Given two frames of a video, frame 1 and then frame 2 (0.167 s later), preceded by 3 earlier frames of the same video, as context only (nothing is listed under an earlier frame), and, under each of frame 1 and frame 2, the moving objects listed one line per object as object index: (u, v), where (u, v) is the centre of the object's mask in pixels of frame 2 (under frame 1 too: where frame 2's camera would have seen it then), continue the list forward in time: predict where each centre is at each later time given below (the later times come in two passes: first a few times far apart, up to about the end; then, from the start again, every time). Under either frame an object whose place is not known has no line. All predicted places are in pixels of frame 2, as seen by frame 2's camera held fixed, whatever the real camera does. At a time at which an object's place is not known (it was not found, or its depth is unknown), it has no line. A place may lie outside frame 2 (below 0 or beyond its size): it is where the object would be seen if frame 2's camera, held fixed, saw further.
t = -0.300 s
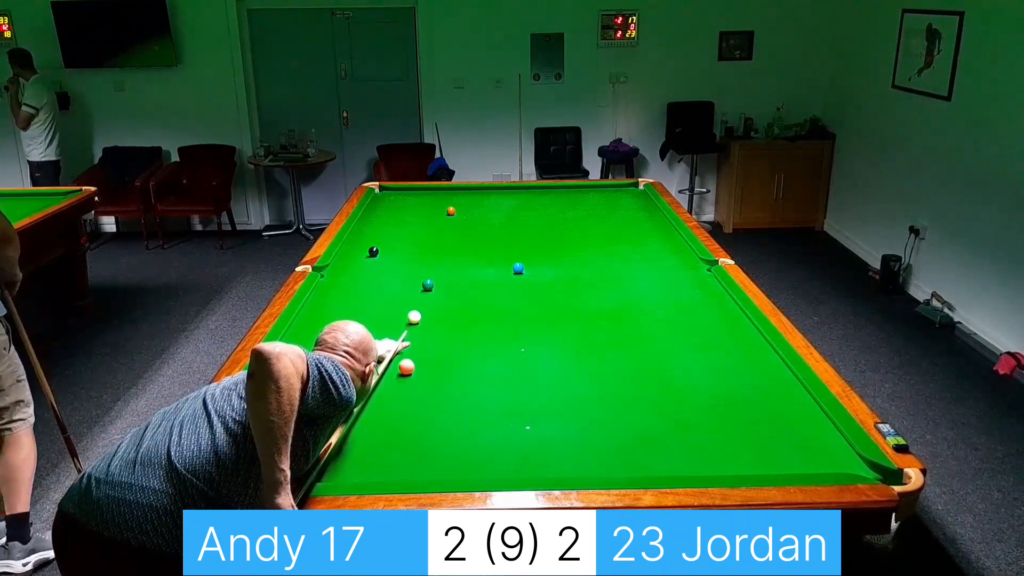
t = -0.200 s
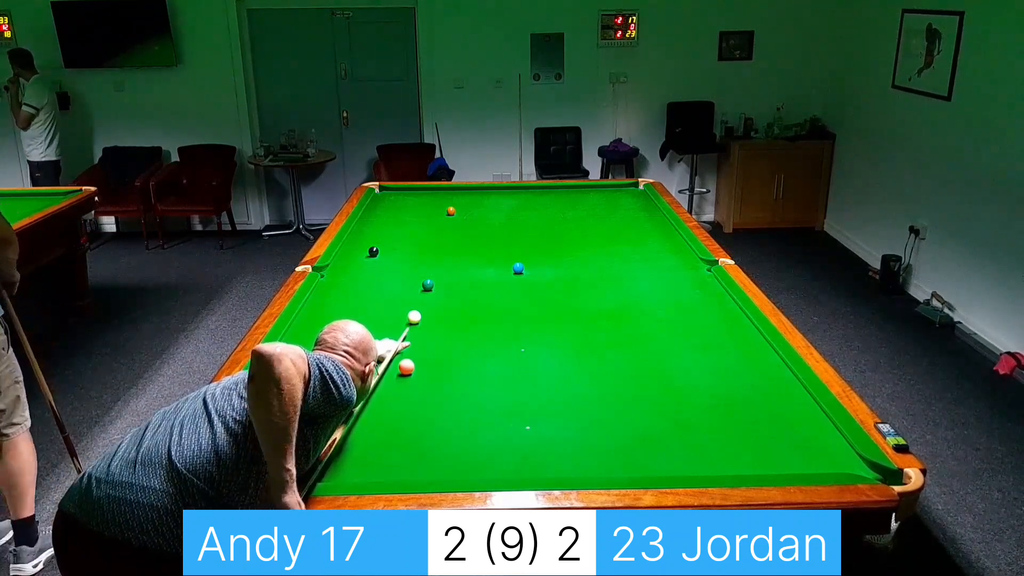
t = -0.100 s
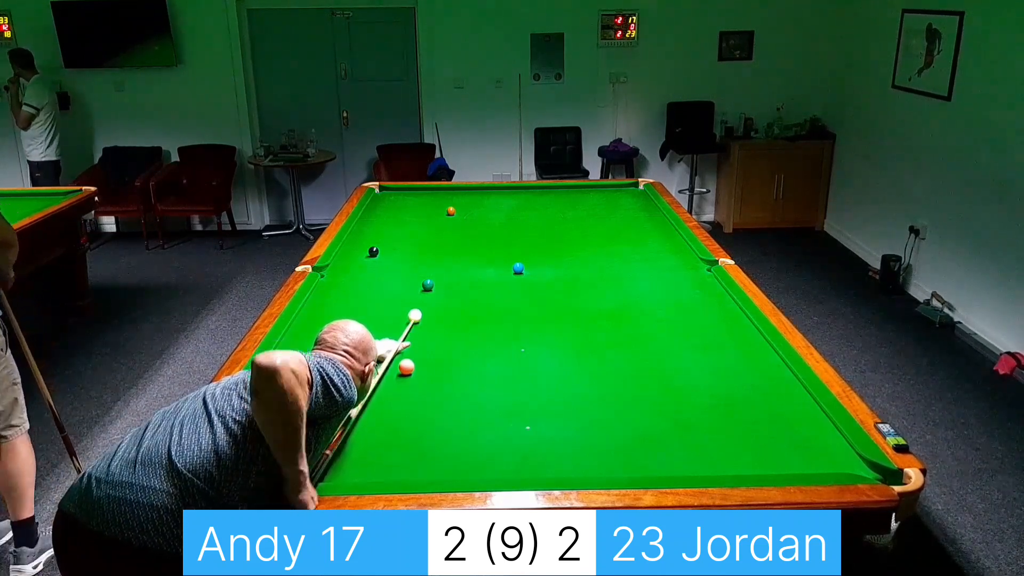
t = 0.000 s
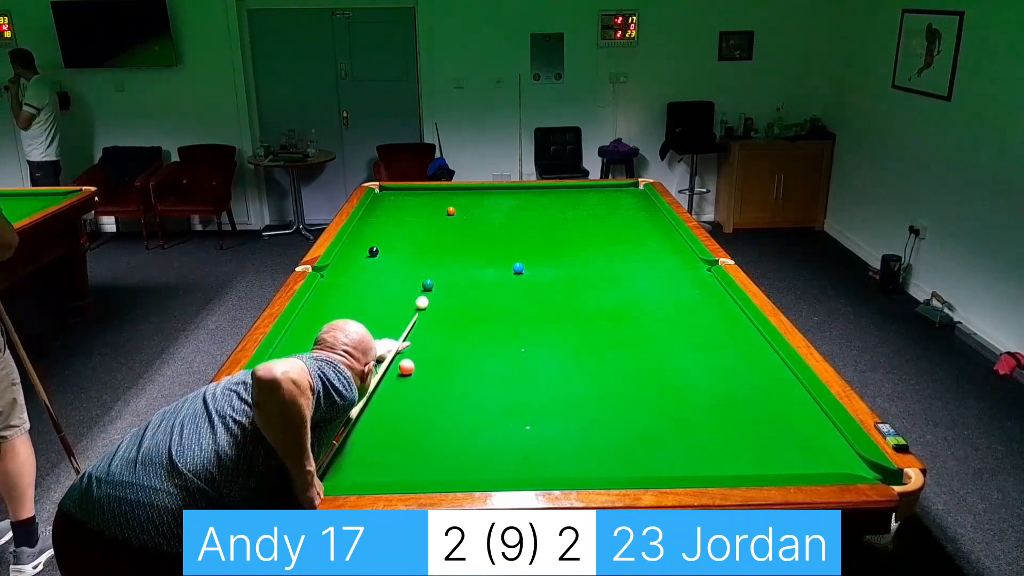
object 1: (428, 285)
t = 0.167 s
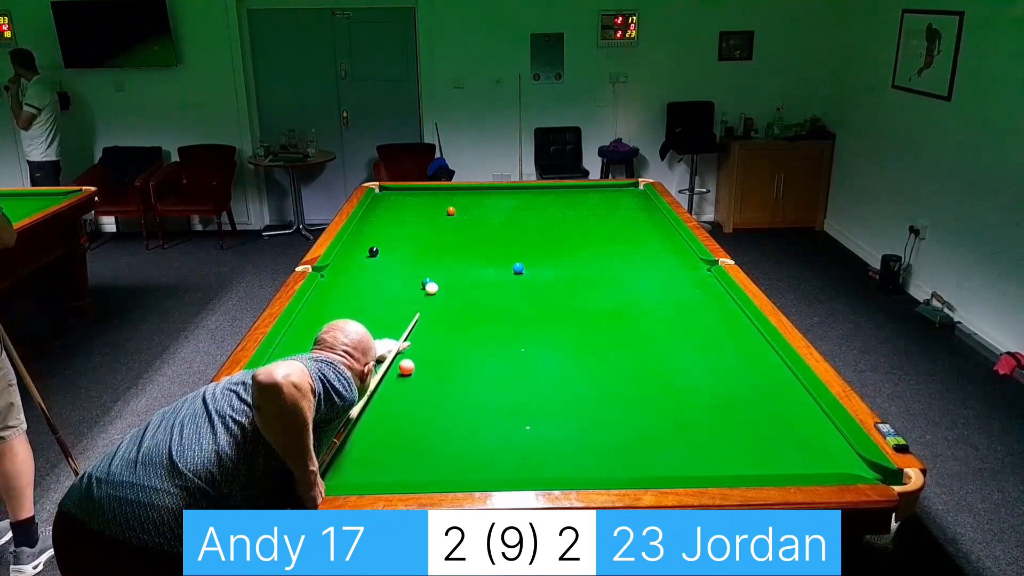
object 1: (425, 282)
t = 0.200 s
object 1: (425, 281)
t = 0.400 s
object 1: (421, 271)
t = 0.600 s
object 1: (418, 263)
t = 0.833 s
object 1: (414, 255)
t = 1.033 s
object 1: (412, 248)
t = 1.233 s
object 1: (409, 242)
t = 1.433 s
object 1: (406, 236)
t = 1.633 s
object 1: (404, 231)
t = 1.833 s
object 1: (402, 226)
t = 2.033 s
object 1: (400, 221)
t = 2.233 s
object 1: (399, 217)
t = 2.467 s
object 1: (396, 213)
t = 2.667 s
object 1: (395, 209)
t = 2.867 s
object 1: (394, 206)
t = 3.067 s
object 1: (393, 203)
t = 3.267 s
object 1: (391, 200)
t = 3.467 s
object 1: (390, 197)
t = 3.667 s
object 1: (389, 195)
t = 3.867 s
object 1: (388, 192)
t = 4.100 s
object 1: (387, 190)
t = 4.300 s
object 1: (386, 189)
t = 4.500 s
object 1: (382, 189)
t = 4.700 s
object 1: (379, 190)
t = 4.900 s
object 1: (381, 190)
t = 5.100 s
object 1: (383, 190)
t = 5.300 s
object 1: (383, 190)
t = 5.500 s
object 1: (384, 189)
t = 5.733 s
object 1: (384, 189)
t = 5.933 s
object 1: (384, 189)
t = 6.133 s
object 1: (384, 189)
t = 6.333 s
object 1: (384, 189)
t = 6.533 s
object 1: (384, 189)
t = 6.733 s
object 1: (384, 189)
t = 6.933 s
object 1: (384, 189)
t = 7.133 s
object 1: (384, 189)
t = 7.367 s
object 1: (384, 189)
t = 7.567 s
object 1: (384, 189)
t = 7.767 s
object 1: (384, 189)
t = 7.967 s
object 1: (384, 189)
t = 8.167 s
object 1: (384, 189)
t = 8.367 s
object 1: (384, 189)
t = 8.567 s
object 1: (384, 189)
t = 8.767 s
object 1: (384, 189)
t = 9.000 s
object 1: (384, 189)
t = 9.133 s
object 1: (384, 189)
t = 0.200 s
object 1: (425, 281)
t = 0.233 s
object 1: (425, 279)
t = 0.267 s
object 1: (424, 278)
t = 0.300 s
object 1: (423, 276)
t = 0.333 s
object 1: (423, 275)
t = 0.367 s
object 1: (422, 273)
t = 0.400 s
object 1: (421, 271)
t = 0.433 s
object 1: (421, 270)
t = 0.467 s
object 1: (420, 269)
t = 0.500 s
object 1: (420, 267)
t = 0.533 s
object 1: (419, 266)
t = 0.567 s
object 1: (418, 265)
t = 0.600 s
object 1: (418, 263)
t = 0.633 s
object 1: (417, 262)
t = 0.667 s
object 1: (417, 261)
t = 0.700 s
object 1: (416, 259)
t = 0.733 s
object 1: (416, 258)
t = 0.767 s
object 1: (415, 257)
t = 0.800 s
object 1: (415, 256)
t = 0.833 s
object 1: (414, 255)
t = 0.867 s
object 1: (414, 253)
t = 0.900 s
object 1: (413, 252)
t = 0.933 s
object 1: (413, 252)
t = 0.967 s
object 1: (413, 250)
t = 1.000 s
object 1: (412, 249)
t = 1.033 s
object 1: (412, 248)
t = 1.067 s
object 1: (411, 247)
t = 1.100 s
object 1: (411, 246)
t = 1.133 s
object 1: (410, 245)
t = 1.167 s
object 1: (410, 244)
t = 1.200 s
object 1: (409, 243)
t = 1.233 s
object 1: (409, 242)
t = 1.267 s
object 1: (409, 241)
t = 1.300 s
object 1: (408, 240)
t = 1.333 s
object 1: (407, 239)
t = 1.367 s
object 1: (407, 238)
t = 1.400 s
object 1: (407, 237)
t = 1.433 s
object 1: (406, 236)
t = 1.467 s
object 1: (406, 235)
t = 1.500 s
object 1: (406, 234)
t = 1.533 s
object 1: (405, 233)
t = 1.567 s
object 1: (405, 232)
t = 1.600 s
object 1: (404, 231)
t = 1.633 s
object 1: (404, 231)
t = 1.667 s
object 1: (404, 230)
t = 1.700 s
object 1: (404, 229)
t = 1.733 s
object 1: (403, 228)
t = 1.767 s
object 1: (403, 227)
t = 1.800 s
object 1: (402, 227)
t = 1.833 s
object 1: (402, 226)
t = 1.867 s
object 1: (402, 225)
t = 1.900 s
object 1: (402, 224)
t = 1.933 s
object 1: (401, 224)
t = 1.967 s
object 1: (401, 223)
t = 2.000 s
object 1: (400, 222)
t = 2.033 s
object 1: (400, 221)
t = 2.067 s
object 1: (400, 221)
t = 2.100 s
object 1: (400, 220)
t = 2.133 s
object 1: (399, 219)
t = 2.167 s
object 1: (399, 219)
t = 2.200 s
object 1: (399, 218)
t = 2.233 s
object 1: (399, 217)
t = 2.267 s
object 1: (398, 216)
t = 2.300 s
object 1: (398, 216)
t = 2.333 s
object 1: (398, 215)
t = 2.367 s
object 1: (397, 214)
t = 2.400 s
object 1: (397, 214)
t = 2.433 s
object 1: (397, 213)
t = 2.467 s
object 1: (396, 213)
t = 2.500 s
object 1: (396, 212)
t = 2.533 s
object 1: (396, 211)
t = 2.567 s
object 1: (396, 211)
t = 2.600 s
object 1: (395, 210)
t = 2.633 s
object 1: (395, 210)
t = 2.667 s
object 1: (395, 209)
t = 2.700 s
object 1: (395, 208)
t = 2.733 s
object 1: (395, 208)
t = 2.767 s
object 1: (394, 207)
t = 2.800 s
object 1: (394, 207)
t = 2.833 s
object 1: (394, 206)
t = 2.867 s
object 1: (394, 206)
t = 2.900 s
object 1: (394, 205)
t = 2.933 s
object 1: (393, 205)
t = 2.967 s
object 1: (393, 204)
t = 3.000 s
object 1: (393, 203)
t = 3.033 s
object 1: (393, 203)
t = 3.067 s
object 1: (393, 203)
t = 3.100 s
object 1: (392, 202)
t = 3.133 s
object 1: (392, 202)
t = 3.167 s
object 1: (392, 201)
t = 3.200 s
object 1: (392, 200)
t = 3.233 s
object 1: (392, 200)
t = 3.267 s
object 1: (391, 200)
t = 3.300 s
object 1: (391, 199)
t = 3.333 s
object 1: (391, 199)
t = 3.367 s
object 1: (390, 198)
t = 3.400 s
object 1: (390, 198)
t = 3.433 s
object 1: (390, 198)
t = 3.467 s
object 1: (390, 197)
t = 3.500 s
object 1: (390, 197)
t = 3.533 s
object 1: (390, 196)
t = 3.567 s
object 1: (390, 196)
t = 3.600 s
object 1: (390, 196)
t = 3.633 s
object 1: (389, 195)
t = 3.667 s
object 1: (389, 195)
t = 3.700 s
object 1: (389, 194)
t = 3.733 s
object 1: (389, 194)
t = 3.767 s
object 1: (389, 193)
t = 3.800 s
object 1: (388, 193)
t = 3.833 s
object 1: (388, 193)
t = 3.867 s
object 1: (388, 192)
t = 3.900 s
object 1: (388, 192)
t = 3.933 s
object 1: (388, 192)
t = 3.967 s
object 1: (388, 191)
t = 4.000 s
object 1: (388, 191)
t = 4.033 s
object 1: (387, 191)
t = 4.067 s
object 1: (387, 190)
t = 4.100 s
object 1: (387, 190)
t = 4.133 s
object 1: (387, 190)
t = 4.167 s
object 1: (387, 189)
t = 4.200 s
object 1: (387, 189)
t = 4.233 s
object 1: (387, 189)
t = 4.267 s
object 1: (387, 189)
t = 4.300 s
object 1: (386, 189)
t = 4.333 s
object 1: (385, 189)
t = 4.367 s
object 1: (385, 189)
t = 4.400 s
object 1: (384, 189)
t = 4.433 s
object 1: (383, 189)
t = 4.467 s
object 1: (383, 189)
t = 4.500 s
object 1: (382, 189)
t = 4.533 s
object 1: (382, 189)
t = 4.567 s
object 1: (381, 189)
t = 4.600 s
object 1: (380, 189)
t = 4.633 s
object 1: (380, 190)
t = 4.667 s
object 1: (379, 190)
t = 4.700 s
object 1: (379, 190)
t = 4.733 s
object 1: (380, 189)
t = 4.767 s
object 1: (380, 190)
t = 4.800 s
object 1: (380, 190)
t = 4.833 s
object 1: (381, 190)
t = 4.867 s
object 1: (381, 190)
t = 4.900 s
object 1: (381, 190)
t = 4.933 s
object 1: (381, 190)
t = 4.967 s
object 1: (382, 190)
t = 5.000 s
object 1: (382, 190)
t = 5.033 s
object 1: (382, 190)
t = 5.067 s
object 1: (383, 190)
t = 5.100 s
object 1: (383, 190)
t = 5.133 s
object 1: (383, 190)
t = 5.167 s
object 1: (383, 190)
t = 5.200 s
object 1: (383, 190)
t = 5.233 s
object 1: (384, 190)
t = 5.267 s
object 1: (383, 190)
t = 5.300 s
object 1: (383, 190)
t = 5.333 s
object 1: (384, 190)
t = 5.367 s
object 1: (384, 189)
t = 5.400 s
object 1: (384, 189)
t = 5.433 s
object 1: (384, 189)
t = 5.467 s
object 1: (384, 189)
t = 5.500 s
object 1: (384, 189)
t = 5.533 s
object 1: (384, 189)
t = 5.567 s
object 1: (384, 189)
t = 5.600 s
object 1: (384, 189)
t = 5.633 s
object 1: (384, 189)
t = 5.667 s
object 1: (384, 189)
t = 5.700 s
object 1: (384, 189)
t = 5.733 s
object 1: (384, 189)
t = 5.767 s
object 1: (384, 189)
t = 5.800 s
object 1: (384, 189)
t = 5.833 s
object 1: (384, 189)
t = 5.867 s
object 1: (384, 189)
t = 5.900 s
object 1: (384, 189)
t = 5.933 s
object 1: (384, 189)
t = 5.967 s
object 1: (384, 189)
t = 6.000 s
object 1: (384, 189)
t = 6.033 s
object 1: (384, 189)
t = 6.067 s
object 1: (384, 189)
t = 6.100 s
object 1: (384, 189)
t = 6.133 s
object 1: (384, 189)
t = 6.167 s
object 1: (384, 189)
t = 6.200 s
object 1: (384, 189)
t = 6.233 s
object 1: (384, 189)
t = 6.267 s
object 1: (384, 189)
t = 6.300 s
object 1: (384, 189)
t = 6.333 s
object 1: (384, 189)
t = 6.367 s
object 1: (384, 189)
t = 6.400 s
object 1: (384, 189)
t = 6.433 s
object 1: (385, 189)
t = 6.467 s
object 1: (384, 189)
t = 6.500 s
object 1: (384, 189)
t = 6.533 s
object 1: (384, 189)
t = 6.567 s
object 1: (384, 189)
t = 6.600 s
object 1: (384, 189)
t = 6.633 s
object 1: (384, 189)
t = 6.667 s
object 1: (384, 189)
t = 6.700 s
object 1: (384, 189)
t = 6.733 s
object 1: (384, 189)
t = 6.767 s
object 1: (384, 189)
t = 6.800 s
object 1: (384, 189)
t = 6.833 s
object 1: (384, 189)
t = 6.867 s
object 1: (384, 189)
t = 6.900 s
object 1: (384, 189)
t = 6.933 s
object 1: (384, 189)
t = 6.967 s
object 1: (384, 189)
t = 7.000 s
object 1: (384, 189)
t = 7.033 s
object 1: (384, 189)
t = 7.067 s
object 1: (384, 189)
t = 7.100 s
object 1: (384, 189)
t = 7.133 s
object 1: (384, 189)
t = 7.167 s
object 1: (384, 189)
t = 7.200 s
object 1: (384, 189)
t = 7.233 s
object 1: (384, 189)
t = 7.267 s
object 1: (384, 189)
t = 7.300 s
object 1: (384, 189)
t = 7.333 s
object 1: (384, 189)
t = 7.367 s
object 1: (384, 189)
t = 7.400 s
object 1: (384, 189)
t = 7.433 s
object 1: (384, 189)
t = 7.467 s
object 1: (384, 189)
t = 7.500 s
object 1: (384, 189)
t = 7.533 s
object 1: (384, 189)
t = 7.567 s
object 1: (384, 189)
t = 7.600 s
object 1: (384, 189)
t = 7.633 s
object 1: (384, 189)
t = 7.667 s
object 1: (384, 189)
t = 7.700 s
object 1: (384, 189)
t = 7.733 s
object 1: (384, 189)
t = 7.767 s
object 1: (384, 189)
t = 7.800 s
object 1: (384, 189)
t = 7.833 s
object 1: (384, 189)
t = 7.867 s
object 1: (384, 189)
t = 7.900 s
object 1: (384, 189)
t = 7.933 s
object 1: (384, 189)
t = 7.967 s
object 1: (384, 189)
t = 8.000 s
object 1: (384, 189)
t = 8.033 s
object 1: (384, 189)
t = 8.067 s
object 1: (384, 189)
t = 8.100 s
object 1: (384, 189)
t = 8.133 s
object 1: (384, 189)
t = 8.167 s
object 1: (384, 189)
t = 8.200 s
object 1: (384, 189)
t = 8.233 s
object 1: (384, 189)
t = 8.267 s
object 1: (384, 189)
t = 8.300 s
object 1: (384, 189)
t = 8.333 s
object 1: (384, 189)
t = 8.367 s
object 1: (384, 189)
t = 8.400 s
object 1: (384, 189)
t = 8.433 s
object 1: (384, 189)
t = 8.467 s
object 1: (384, 189)
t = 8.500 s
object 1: (384, 189)
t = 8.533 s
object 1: (384, 189)
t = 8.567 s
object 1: (384, 189)
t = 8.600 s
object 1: (384, 189)
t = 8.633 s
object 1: (384, 189)
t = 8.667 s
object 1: (384, 189)
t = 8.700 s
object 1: (384, 189)
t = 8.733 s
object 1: (384, 189)
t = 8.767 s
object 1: (384, 189)
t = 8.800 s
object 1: (384, 189)
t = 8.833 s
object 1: (384, 189)
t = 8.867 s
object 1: (384, 189)
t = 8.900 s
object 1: (384, 189)
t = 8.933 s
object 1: (384, 189)
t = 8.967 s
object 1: (384, 189)
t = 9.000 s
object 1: (384, 189)
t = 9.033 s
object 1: (384, 189)
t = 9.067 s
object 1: (384, 189)
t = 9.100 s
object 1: (384, 189)
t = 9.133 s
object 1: (384, 189)
